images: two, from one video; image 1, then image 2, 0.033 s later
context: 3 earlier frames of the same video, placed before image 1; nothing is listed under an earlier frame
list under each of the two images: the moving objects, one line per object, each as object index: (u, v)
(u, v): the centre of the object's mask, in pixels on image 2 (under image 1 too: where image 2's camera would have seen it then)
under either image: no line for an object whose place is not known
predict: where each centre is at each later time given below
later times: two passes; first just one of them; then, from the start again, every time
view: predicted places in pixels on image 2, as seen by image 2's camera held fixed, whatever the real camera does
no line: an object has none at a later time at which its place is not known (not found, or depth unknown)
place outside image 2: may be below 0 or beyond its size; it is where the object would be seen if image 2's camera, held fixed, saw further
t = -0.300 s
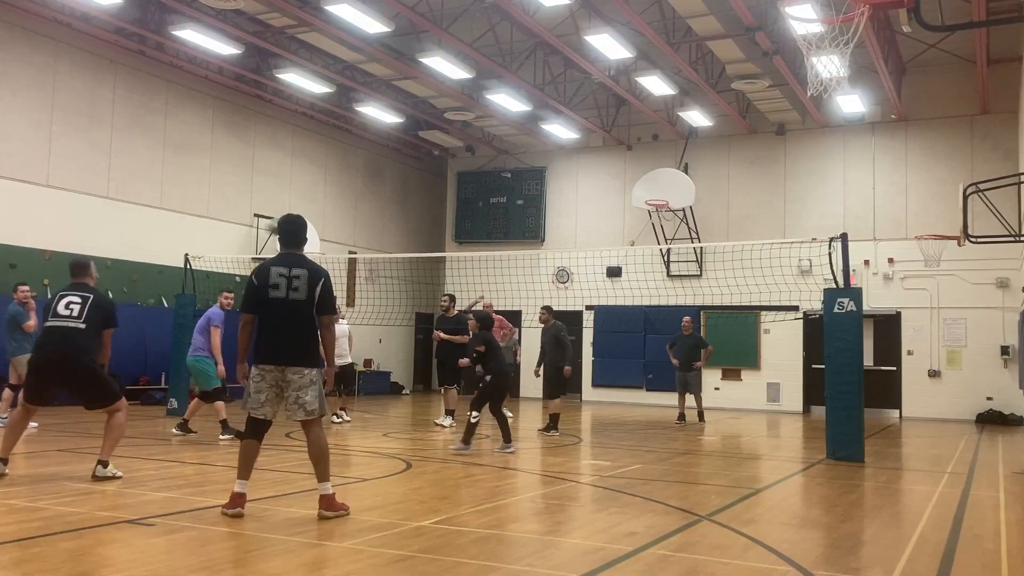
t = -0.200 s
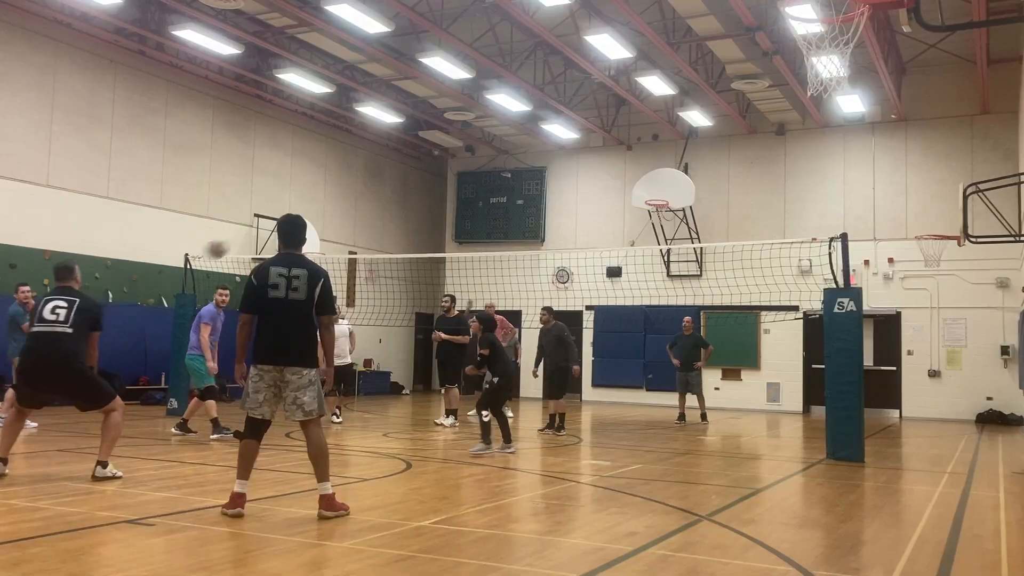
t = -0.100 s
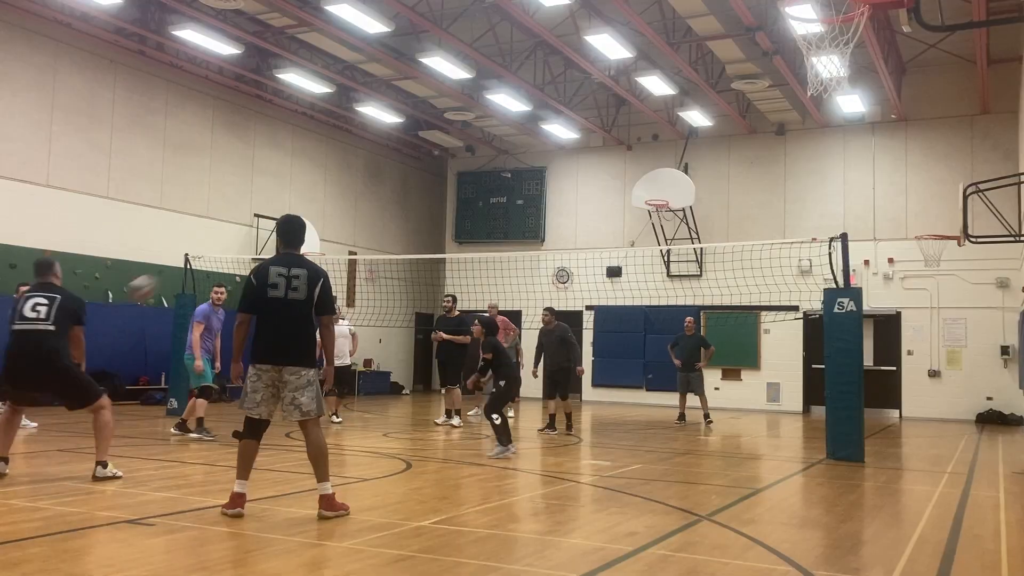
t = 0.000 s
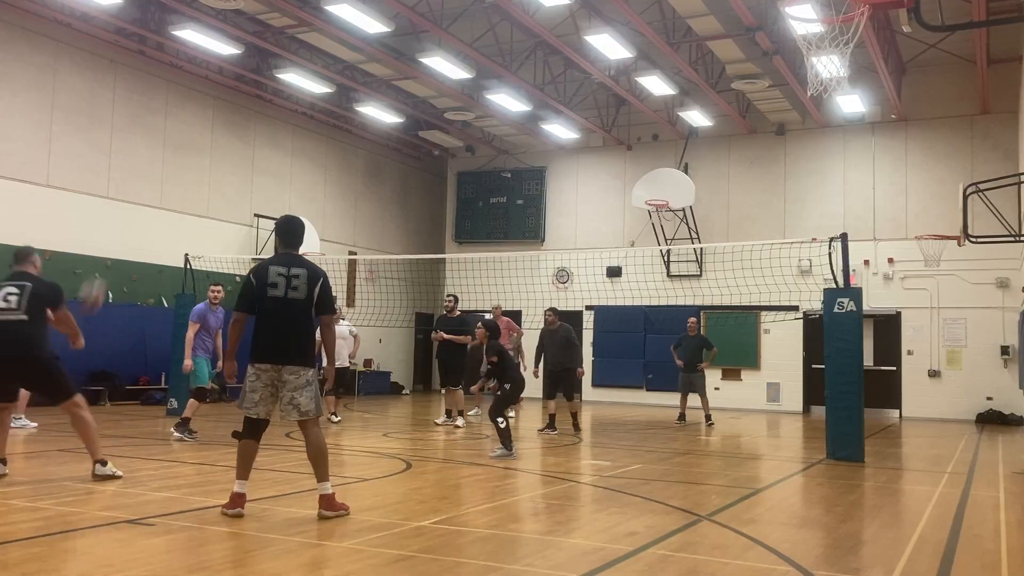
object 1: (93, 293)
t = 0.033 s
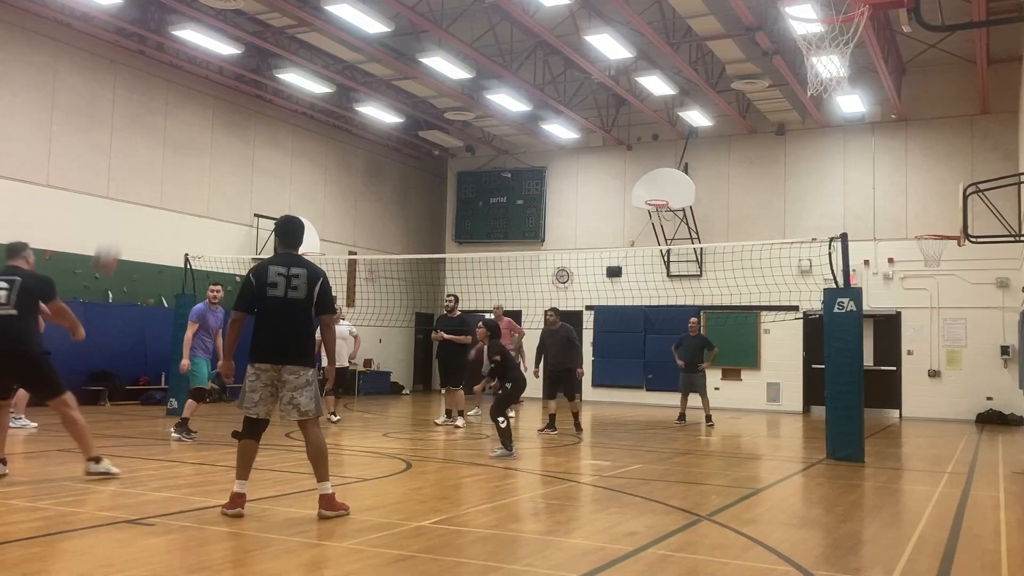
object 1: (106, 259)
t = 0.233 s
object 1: (181, 81)
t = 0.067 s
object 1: (119, 226)
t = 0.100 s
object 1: (133, 193)
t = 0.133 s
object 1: (146, 162)
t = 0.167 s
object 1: (158, 135)
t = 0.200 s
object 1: (168, 107)
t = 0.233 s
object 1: (181, 81)
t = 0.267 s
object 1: (192, 58)
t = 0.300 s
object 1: (204, 35)
